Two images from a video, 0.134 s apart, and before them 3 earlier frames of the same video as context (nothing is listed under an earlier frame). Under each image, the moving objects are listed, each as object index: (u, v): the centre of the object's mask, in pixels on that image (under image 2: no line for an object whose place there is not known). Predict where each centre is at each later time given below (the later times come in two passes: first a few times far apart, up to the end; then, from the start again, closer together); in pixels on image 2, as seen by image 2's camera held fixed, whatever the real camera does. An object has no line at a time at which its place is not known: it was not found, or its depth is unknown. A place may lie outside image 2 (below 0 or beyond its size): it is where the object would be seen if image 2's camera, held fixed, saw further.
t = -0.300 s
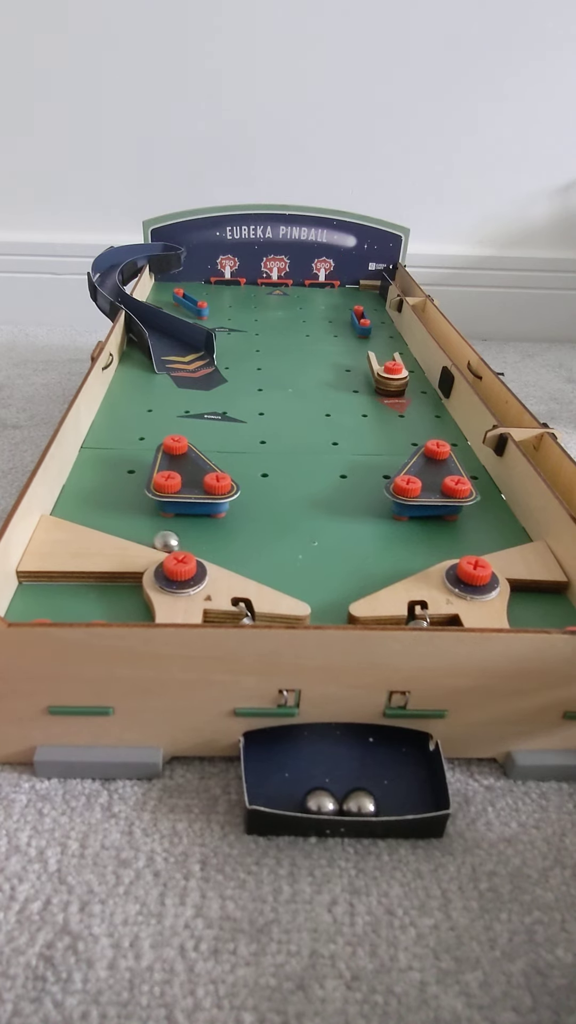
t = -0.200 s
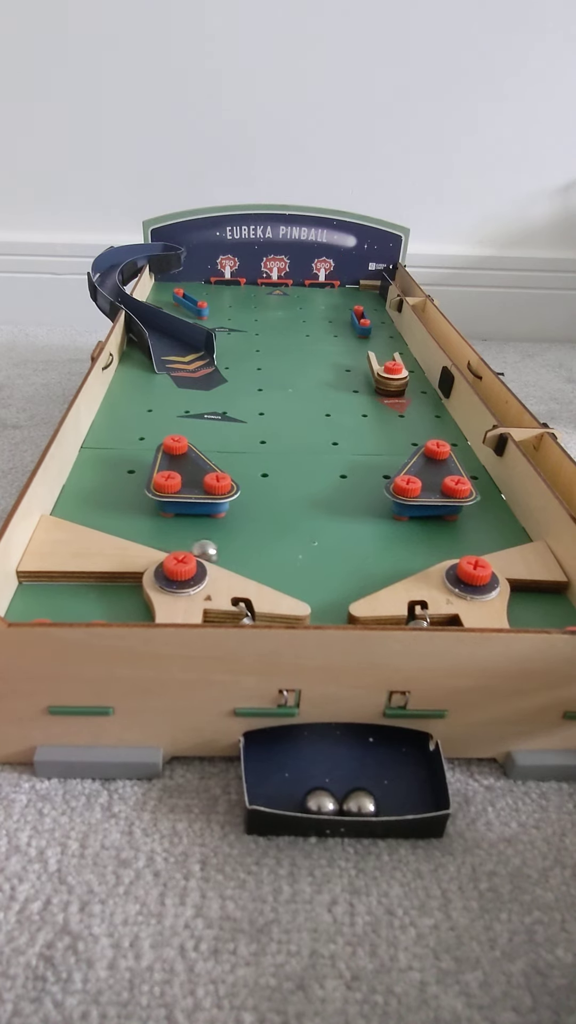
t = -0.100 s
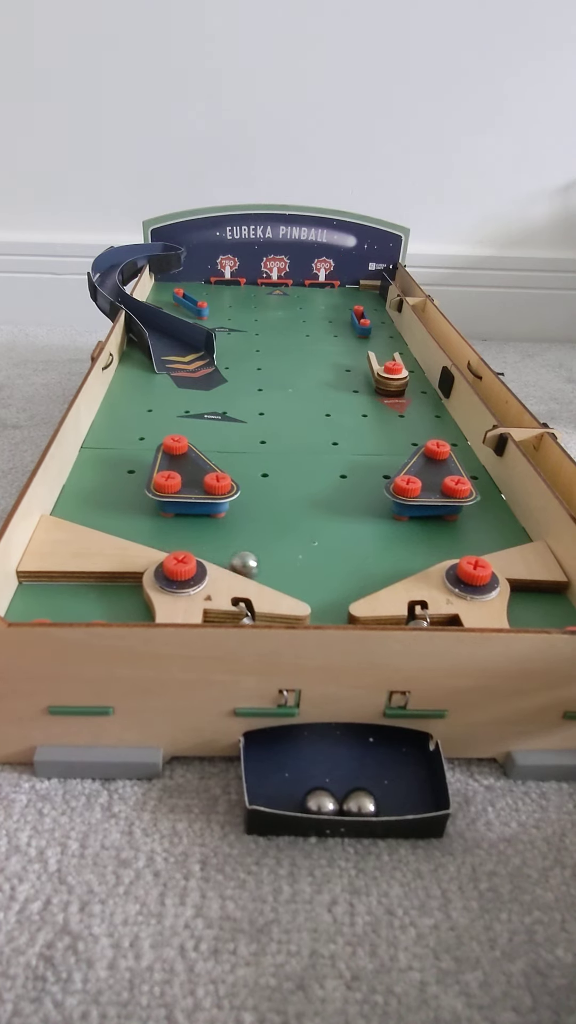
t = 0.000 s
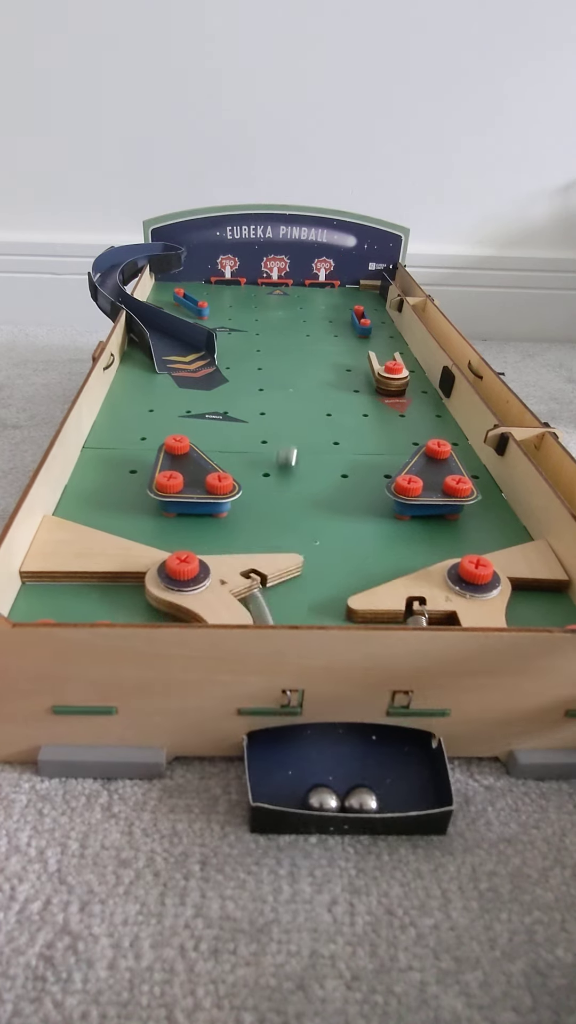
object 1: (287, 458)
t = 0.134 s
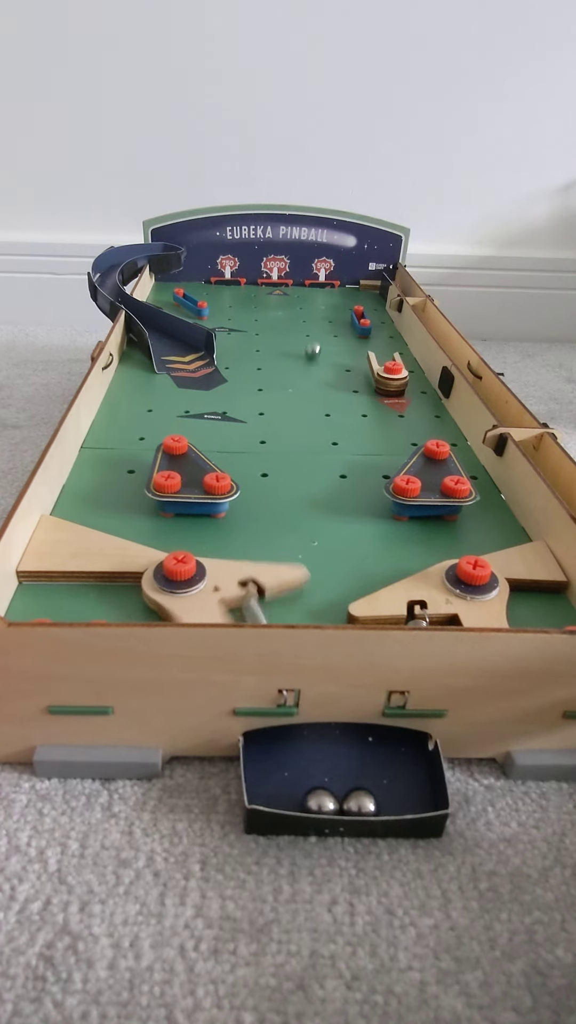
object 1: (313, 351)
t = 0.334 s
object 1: (337, 287)
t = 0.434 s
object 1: (357, 288)
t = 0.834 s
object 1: (383, 314)
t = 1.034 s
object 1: (388, 328)
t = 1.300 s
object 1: (411, 356)
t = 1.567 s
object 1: (416, 379)
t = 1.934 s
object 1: (492, 519)
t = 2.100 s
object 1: (424, 532)
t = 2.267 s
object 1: (346, 566)
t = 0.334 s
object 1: (337, 287)
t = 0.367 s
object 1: (342, 283)
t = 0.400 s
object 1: (350, 286)
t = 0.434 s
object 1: (357, 288)
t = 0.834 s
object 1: (383, 314)
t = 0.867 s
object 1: (385, 316)
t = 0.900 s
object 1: (384, 317)
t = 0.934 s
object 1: (384, 319)
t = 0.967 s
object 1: (385, 321)
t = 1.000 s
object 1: (386, 324)
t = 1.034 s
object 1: (388, 328)
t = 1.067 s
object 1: (389, 331)
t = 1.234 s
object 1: (404, 354)
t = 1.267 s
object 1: (412, 356)
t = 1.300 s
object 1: (411, 356)
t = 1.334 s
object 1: (410, 357)
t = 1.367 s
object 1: (409, 358)
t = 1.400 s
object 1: (410, 360)
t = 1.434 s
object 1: (410, 362)
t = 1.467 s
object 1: (411, 365)
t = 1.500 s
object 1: (412, 368)
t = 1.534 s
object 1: (414, 374)
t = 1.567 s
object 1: (416, 379)
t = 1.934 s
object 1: (492, 519)
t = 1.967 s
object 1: (499, 537)
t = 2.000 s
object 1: (476, 531)
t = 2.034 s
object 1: (456, 529)
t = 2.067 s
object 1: (439, 530)
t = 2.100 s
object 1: (424, 532)
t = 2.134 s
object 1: (407, 536)
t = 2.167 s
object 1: (392, 542)
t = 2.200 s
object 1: (376, 548)
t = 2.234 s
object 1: (360, 556)
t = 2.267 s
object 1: (346, 566)
